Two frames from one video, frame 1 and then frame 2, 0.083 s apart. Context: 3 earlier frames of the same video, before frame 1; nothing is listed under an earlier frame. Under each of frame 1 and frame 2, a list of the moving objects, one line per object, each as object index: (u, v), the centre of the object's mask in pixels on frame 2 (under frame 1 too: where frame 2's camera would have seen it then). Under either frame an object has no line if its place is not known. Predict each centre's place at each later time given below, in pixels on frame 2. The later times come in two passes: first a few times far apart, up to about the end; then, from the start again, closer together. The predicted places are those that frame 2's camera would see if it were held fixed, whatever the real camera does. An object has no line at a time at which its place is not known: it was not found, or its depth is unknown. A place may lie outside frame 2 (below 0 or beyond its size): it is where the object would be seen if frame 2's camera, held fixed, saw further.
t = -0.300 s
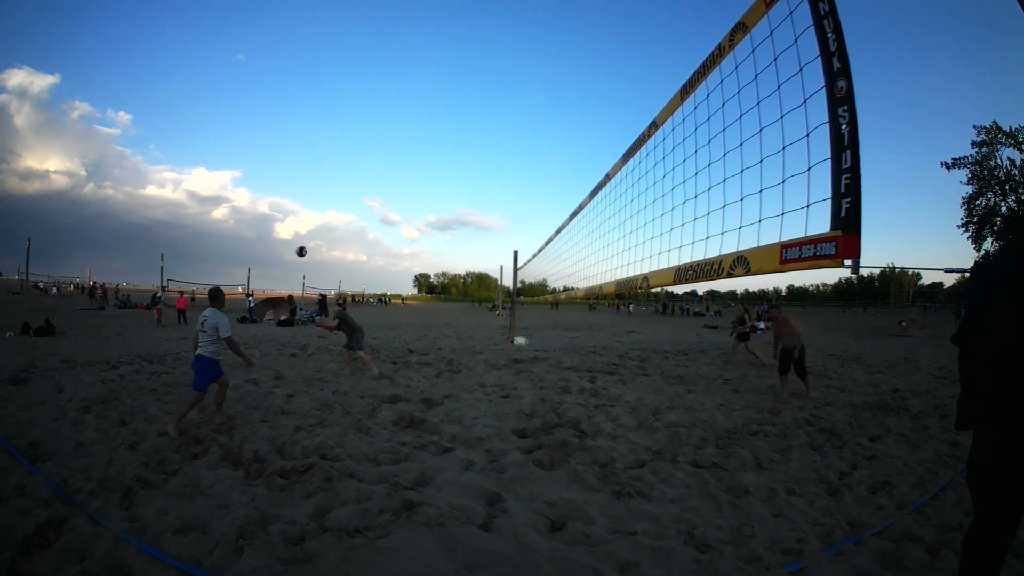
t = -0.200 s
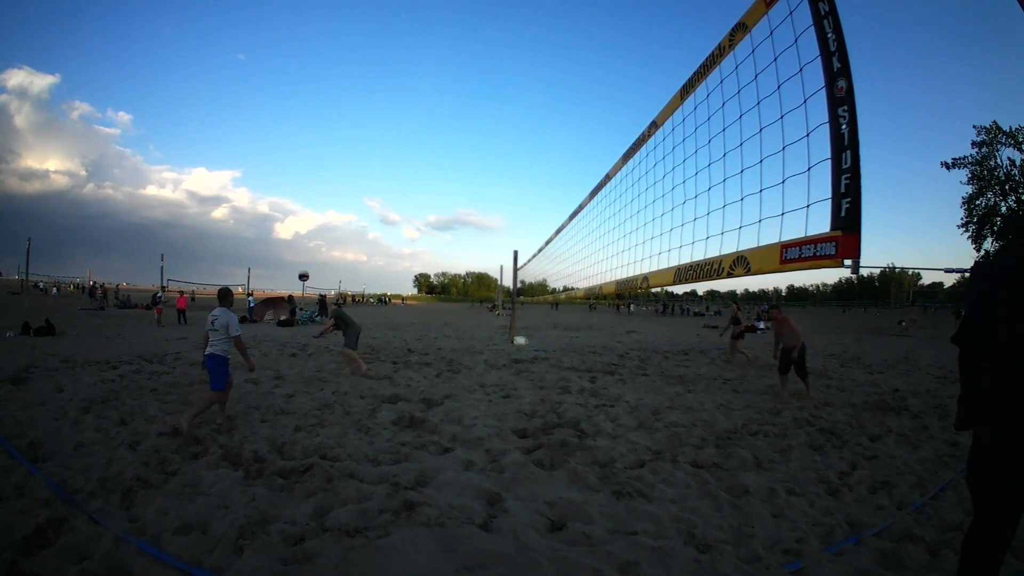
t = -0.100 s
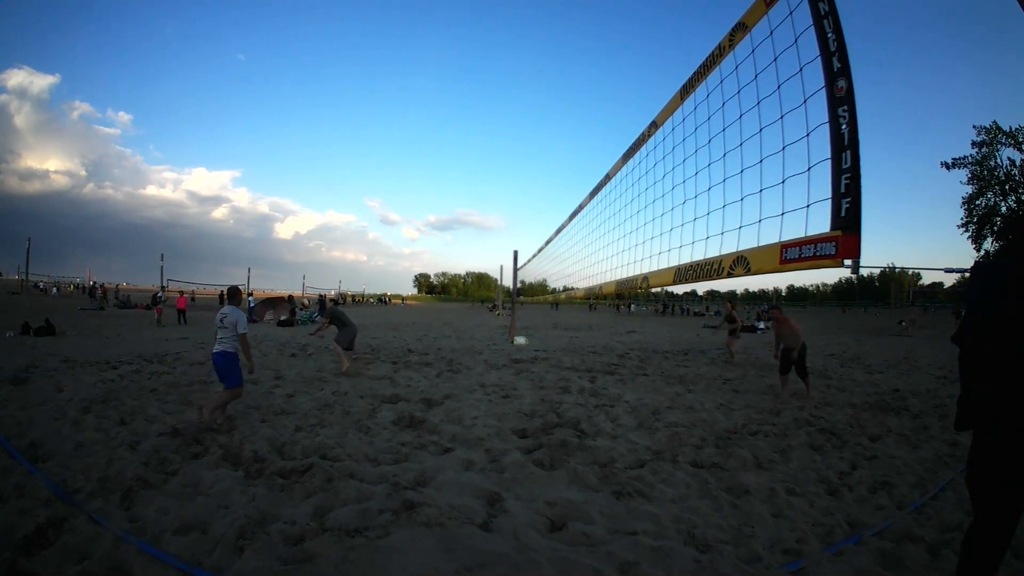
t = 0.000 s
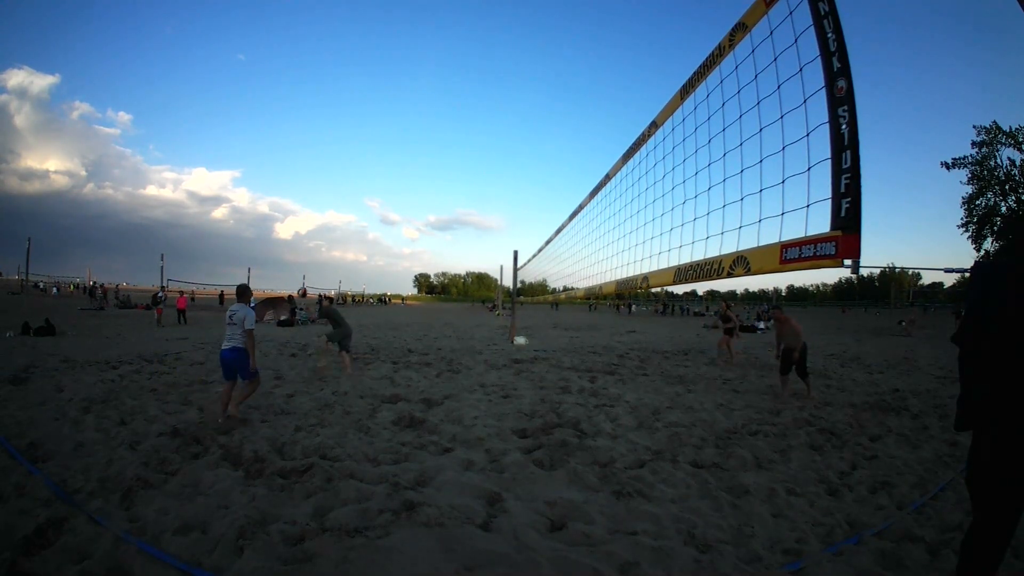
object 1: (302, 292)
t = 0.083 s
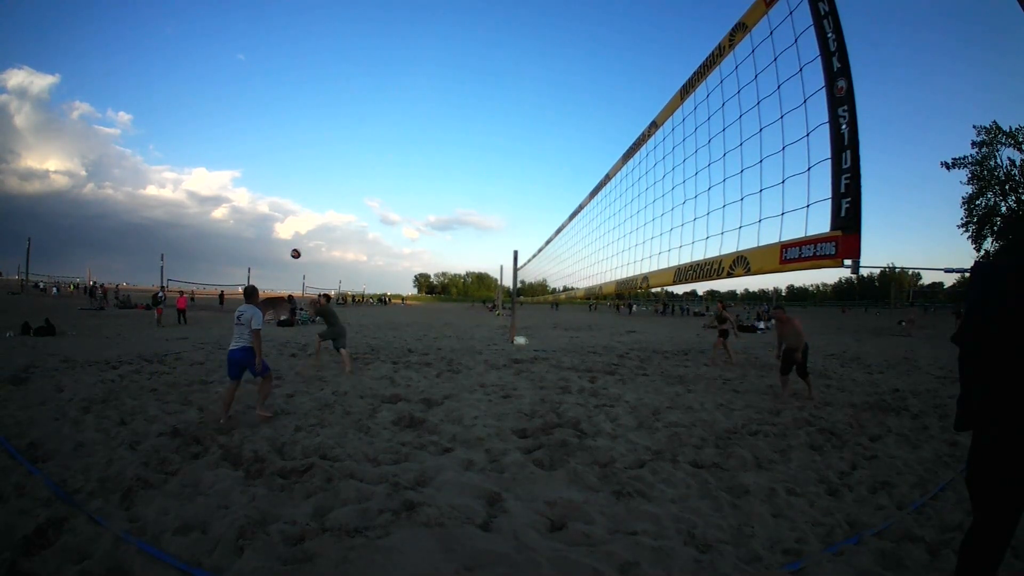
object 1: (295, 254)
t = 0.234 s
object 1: (286, 193)
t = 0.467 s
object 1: (273, 127)
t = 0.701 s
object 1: (259, 90)
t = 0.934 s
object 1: (240, 77)
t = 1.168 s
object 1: (215, 85)
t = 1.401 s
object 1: (185, 118)
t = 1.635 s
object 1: (152, 178)
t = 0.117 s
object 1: (293, 239)
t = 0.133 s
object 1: (292, 232)
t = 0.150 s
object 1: (291, 225)
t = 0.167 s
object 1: (290, 218)
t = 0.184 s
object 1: (289, 212)
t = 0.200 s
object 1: (288, 206)
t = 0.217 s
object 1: (287, 199)
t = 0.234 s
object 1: (286, 193)
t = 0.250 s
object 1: (285, 188)
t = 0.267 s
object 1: (284, 182)
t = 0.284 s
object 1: (283, 177)
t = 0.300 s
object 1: (283, 171)
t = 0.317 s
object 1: (282, 166)
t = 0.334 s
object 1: (281, 161)
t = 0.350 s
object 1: (280, 156)
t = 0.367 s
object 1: (279, 152)
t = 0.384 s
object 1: (278, 147)
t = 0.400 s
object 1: (277, 143)
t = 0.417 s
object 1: (276, 139)
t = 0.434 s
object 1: (275, 135)
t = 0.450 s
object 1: (274, 131)
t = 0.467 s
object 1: (273, 127)
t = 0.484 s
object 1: (273, 123)
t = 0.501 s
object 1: (272, 120)
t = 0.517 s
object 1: (271, 117)
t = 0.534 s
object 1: (270, 114)
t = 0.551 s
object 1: (269, 111)
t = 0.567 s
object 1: (268, 108)
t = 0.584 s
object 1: (267, 105)
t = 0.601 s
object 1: (266, 103)
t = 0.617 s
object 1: (264, 100)
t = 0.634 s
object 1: (263, 98)
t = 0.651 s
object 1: (262, 96)
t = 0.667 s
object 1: (261, 94)
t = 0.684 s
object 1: (260, 92)
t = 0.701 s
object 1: (259, 90)
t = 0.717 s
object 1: (258, 88)
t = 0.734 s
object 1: (256, 87)
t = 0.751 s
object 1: (255, 85)
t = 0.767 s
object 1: (254, 84)
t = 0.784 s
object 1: (253, 83)
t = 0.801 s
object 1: (251, 82)
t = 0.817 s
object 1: (250, 81)
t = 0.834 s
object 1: (248, 80)
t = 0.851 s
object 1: (247, 79)
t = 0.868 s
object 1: (246, 78)
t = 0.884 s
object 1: (244, 78)
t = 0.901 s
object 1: (243, 77)
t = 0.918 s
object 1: (241, 77)
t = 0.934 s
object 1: (240, 77)
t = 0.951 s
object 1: (238, 77)
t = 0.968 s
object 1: (237, 77)
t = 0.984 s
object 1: (235, 77)
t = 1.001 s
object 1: (234, 77)
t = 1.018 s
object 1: (232, 77)
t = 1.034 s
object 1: (230, 78)
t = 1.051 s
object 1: (229, 78)
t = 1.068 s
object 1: (227, 79)
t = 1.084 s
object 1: (225, 80)
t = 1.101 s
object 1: (223, 81)
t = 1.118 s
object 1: (221, 82)
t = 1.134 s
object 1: (219, 83)
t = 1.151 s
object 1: (217, 84)
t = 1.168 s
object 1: (215, 85)
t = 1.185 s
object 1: (213, 87)
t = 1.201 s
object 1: (211, 88)
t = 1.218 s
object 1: (209, 90)
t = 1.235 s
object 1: (207, 92)
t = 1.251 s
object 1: (205, 94)
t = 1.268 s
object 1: (203, 96)
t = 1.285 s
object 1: (201, 98)
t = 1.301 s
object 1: (199, 101)
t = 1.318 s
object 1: (197, 103)
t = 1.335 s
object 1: (194, 106)
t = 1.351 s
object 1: (192, 109)
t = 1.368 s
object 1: (190, 112)
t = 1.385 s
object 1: (188, 115)
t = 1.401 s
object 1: (185, 118)
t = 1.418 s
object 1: (183, 121)
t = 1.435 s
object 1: (180, 125)
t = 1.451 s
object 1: (178, 128)
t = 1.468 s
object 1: (176, 132)
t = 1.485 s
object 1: (173, 136)
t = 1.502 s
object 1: (171, 140)
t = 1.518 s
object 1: (168, 145)
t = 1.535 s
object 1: (166, 149)
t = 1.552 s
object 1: (164, 153)
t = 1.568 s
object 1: (161, 158)
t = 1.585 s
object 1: (159, 163)
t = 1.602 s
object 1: (156, 168)
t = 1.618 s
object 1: (154, 173)
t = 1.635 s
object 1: (152, 178)
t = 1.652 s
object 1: (149, 184)
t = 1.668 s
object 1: (147, 190)
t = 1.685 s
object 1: (144, 196)
